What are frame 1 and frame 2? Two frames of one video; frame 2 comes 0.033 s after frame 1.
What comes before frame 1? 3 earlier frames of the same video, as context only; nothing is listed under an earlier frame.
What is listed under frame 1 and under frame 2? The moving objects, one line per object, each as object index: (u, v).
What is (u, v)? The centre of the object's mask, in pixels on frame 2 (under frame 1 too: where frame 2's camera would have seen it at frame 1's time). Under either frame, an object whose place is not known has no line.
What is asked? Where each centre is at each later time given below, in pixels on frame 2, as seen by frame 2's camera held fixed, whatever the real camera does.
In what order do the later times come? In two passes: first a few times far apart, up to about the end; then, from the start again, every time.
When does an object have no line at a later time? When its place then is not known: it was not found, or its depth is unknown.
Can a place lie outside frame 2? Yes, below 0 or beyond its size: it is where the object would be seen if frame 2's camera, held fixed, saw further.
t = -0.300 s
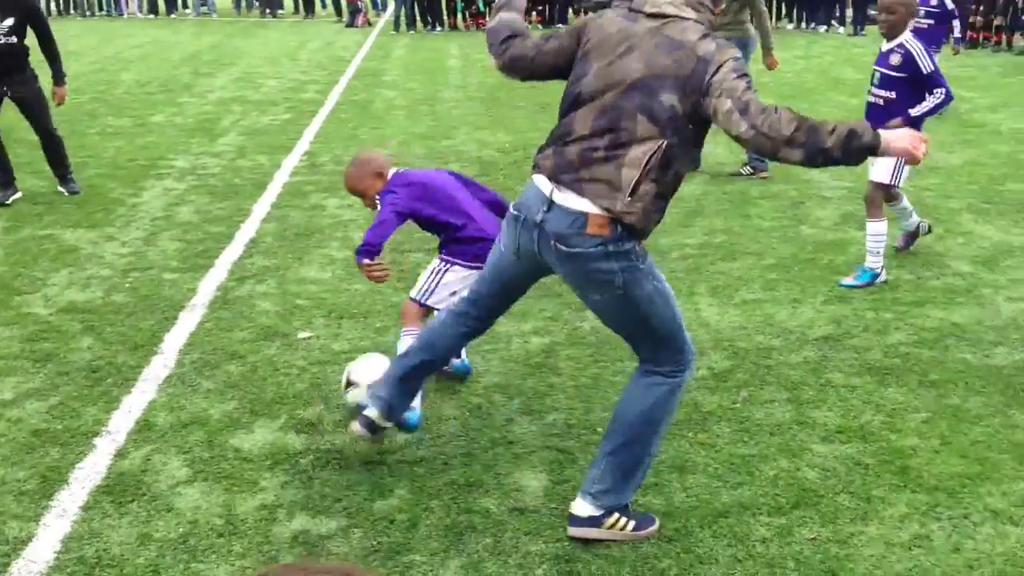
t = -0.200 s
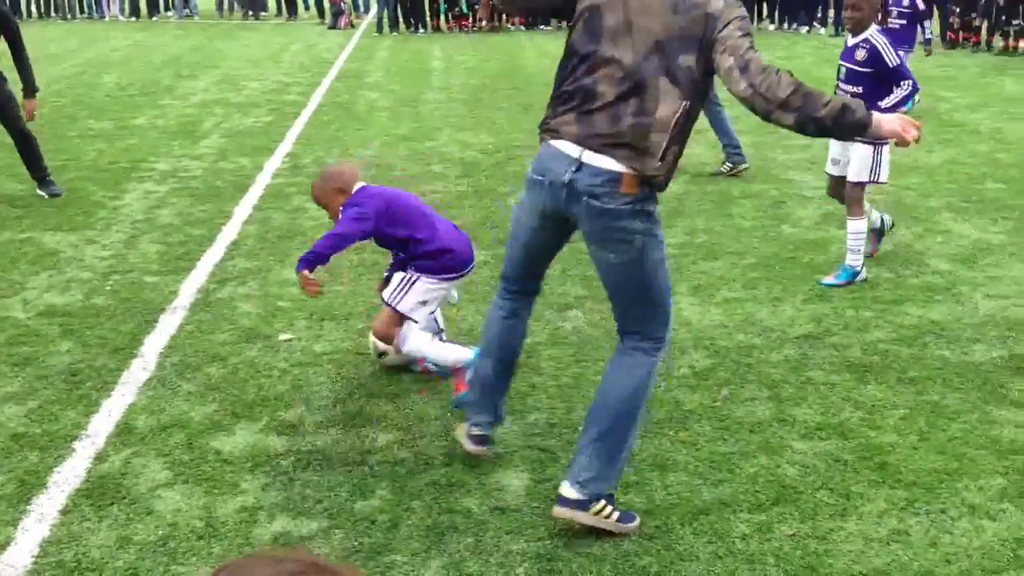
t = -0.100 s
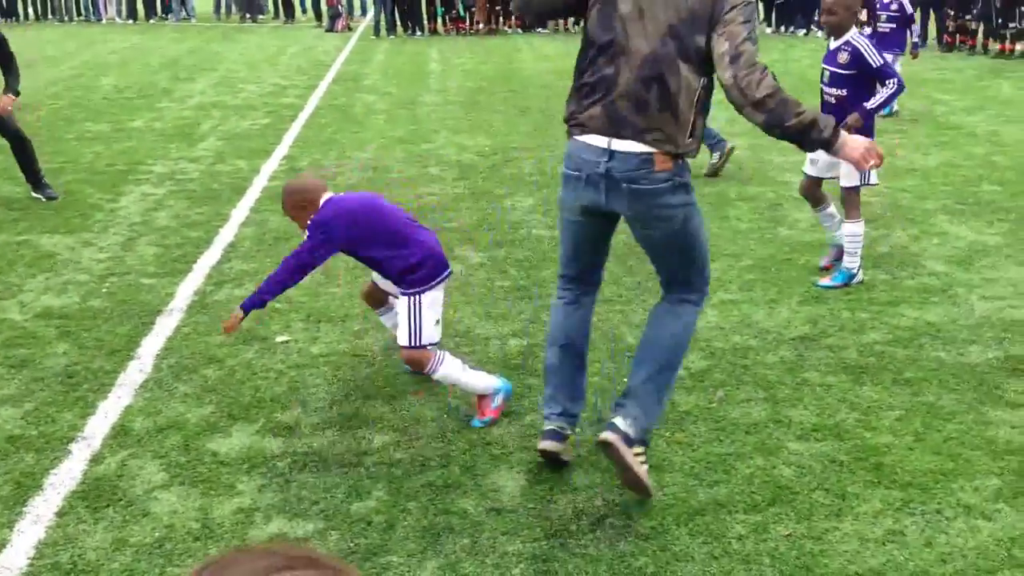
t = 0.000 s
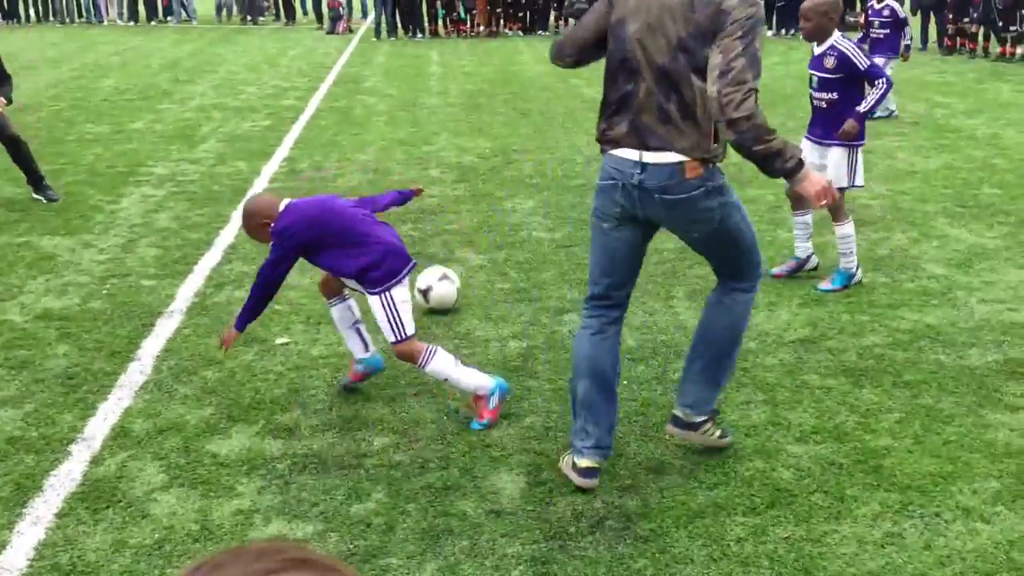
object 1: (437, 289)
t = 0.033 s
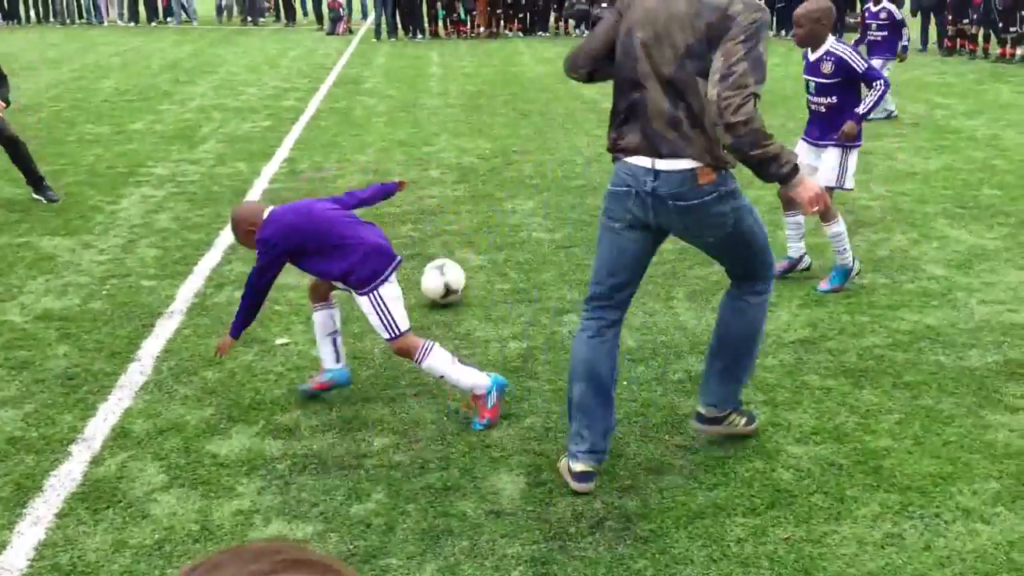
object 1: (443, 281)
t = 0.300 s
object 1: (477, 240)
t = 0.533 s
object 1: (500, 214)
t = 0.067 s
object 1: (447, 273)
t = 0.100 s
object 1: (453, 269)
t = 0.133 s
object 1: (457, 265)
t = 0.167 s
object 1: (461, 260)
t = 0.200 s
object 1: (466, 254)
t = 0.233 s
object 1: (470, 251)
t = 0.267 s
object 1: (474, 246)
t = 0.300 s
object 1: (477, 240)
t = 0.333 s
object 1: (481, 238)
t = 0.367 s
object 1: (484, 233)
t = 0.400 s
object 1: (488, 229)
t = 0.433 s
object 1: (490, 224)
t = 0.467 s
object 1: (494, 222)
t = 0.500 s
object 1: (497, 218)
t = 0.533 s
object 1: (500, 214)
